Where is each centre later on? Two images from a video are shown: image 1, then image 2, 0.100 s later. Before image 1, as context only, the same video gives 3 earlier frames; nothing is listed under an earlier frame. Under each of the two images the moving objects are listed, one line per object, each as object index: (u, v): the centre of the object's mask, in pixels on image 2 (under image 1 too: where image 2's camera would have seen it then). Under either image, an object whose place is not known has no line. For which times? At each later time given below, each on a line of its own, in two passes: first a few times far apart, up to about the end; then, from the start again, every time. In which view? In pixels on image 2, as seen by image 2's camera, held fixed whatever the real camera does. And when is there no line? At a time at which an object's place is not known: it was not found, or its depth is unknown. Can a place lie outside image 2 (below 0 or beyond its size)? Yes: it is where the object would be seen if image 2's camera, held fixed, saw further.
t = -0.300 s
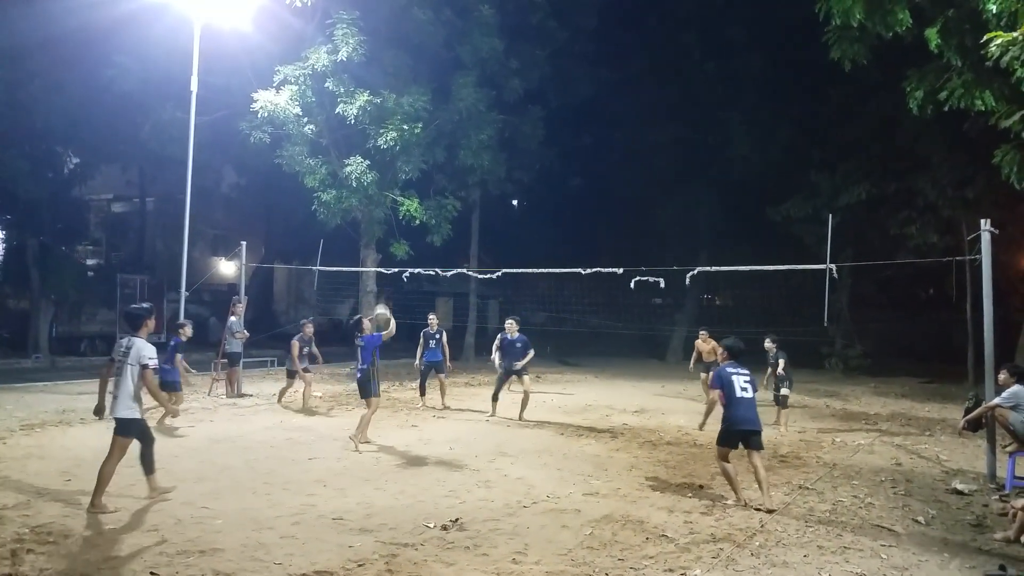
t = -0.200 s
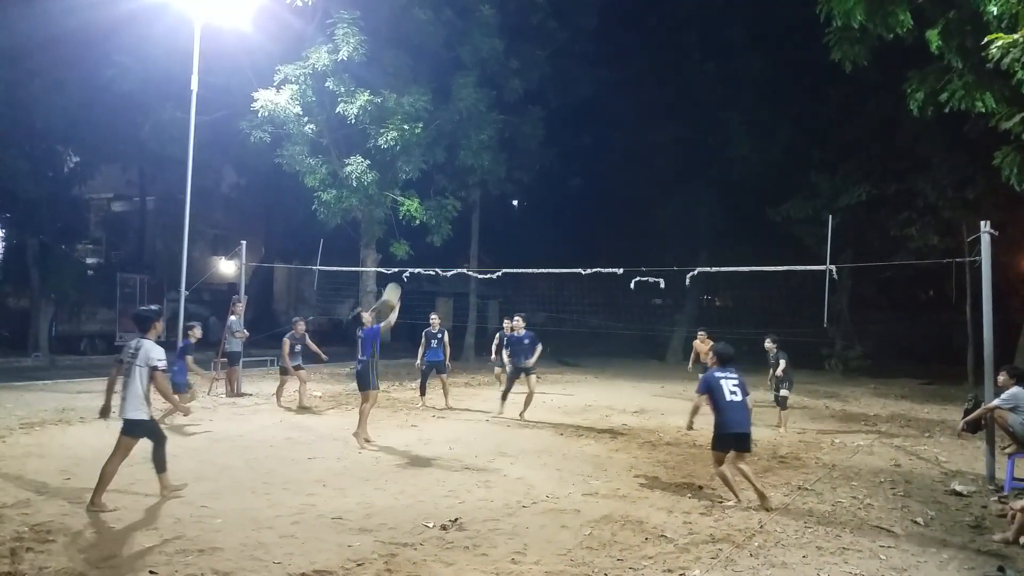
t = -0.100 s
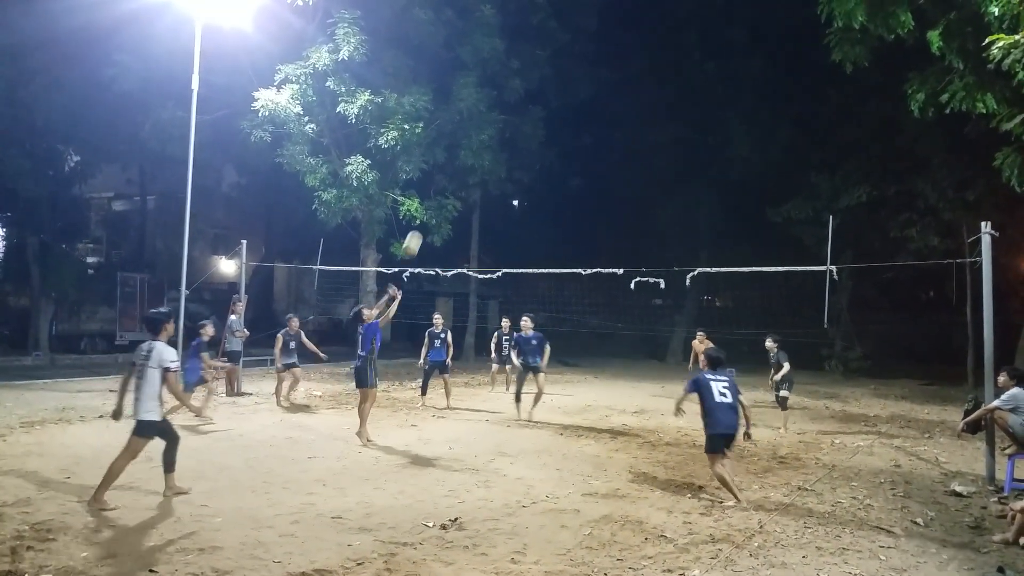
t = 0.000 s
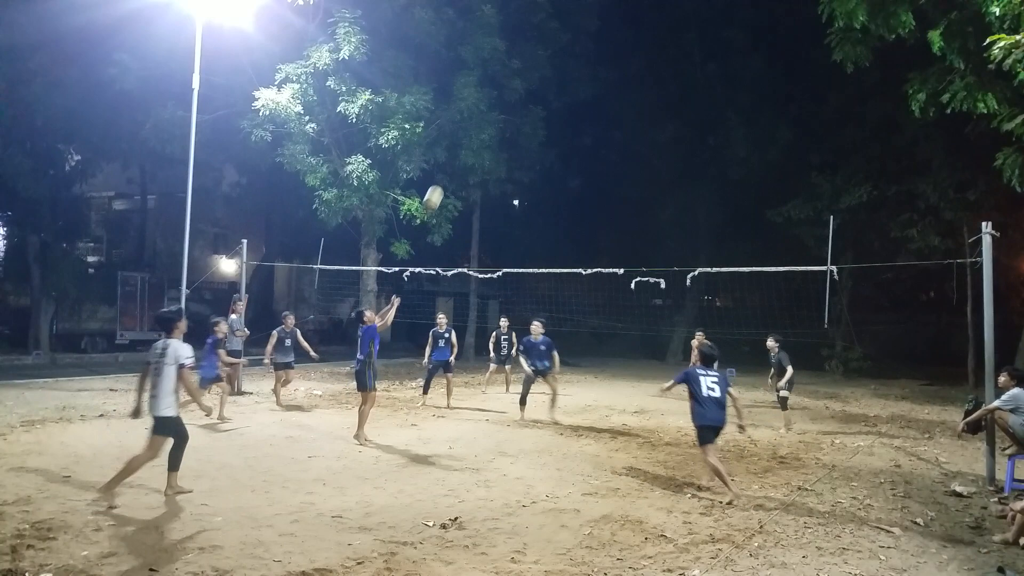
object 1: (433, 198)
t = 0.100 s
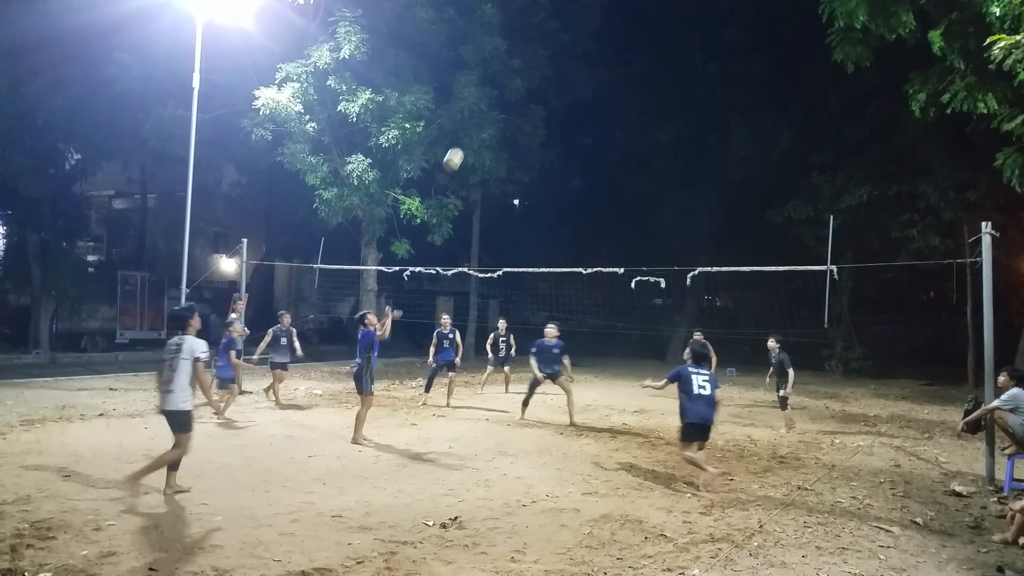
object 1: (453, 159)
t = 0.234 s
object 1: (479, 120)
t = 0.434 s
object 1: (518, 84)
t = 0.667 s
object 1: (561, 81)
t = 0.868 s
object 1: (596, 112)
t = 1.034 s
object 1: (624, 161)
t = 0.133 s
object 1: (460, 149)
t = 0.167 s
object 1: (466, 138)
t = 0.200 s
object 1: (473, 128)
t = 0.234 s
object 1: (479, 120)
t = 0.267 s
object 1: (486, 112)
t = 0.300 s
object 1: (492, 105)
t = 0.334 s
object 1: (499, 98)
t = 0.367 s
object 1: (505, 93)
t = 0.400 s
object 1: (512, 88)
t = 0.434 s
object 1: (518, 84)
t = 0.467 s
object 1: (524, 81)
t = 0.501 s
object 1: (530, 79)
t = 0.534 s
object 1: (536, 78)
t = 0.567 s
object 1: (542, 77)
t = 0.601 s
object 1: (549, 78)
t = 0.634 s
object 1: (555, 79)
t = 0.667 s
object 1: (561, 81)
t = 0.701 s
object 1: (567, 84)
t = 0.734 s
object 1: (573, 88)
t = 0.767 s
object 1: (579, 93)
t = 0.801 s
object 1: (585, 98)
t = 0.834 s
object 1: (591, 105)
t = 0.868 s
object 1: (596, 112)
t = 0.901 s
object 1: (602, 120)
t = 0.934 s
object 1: (607, 129)
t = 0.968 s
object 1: (613, 139)
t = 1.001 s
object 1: (618, 150)
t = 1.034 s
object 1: (624, 161)
